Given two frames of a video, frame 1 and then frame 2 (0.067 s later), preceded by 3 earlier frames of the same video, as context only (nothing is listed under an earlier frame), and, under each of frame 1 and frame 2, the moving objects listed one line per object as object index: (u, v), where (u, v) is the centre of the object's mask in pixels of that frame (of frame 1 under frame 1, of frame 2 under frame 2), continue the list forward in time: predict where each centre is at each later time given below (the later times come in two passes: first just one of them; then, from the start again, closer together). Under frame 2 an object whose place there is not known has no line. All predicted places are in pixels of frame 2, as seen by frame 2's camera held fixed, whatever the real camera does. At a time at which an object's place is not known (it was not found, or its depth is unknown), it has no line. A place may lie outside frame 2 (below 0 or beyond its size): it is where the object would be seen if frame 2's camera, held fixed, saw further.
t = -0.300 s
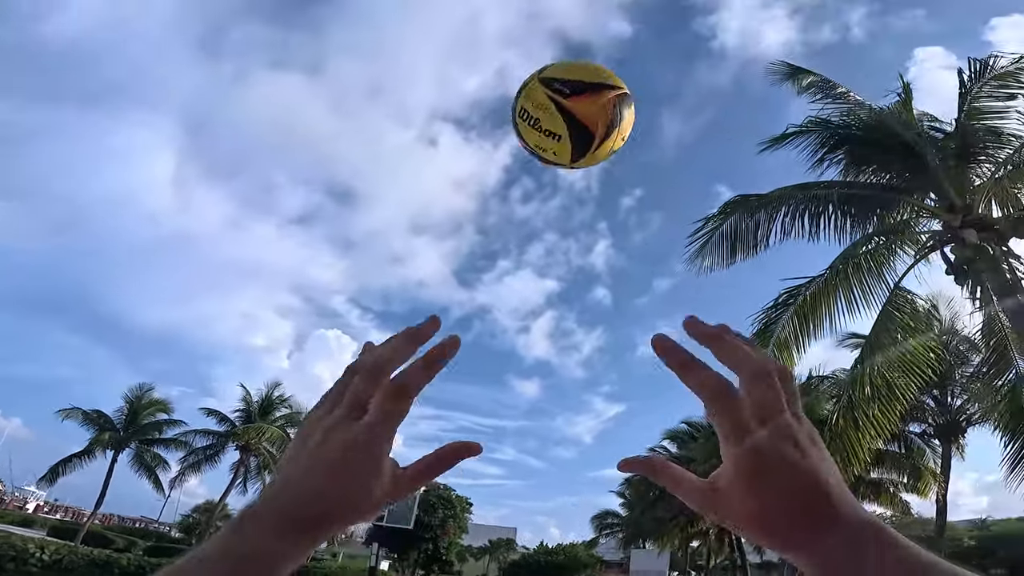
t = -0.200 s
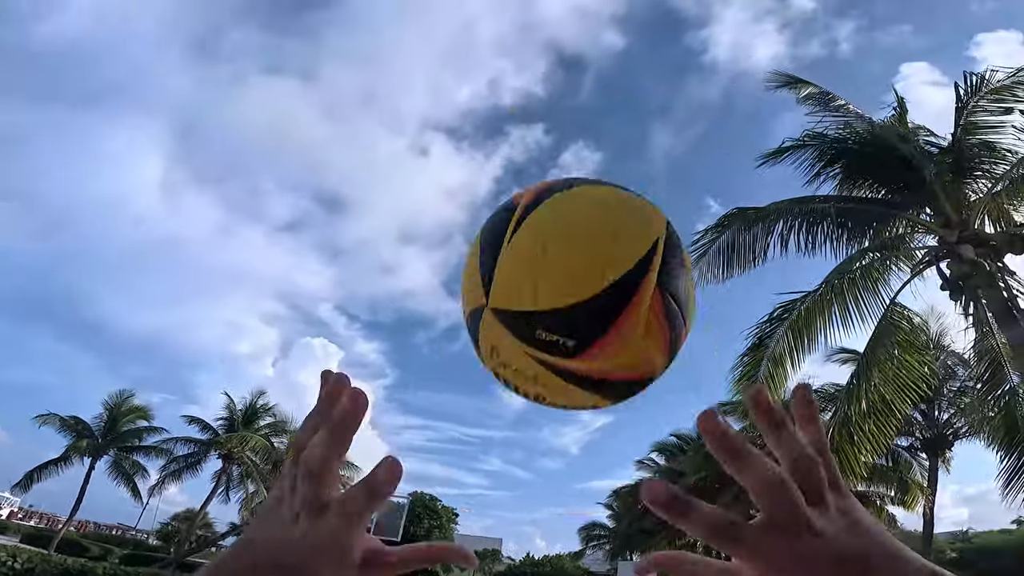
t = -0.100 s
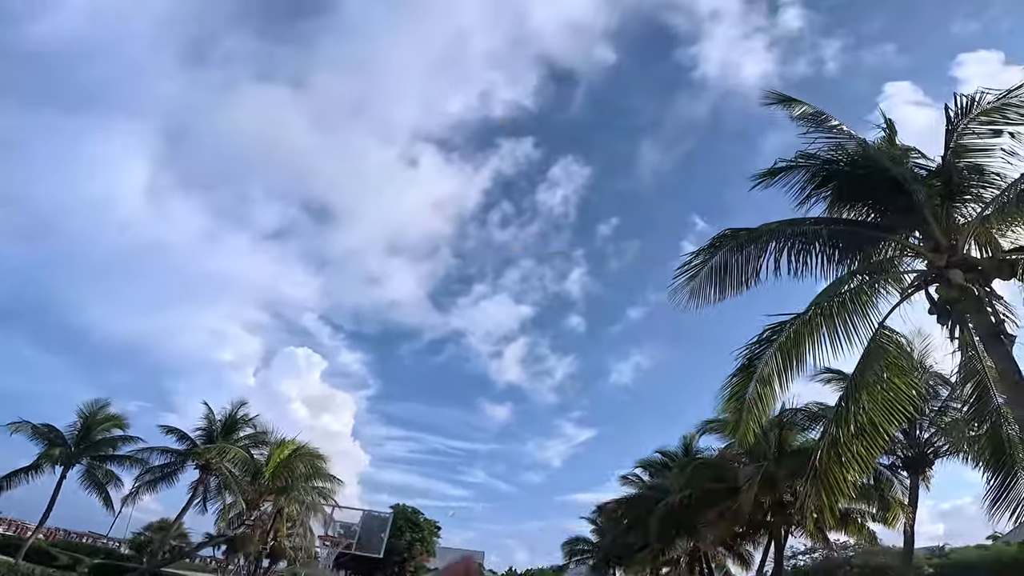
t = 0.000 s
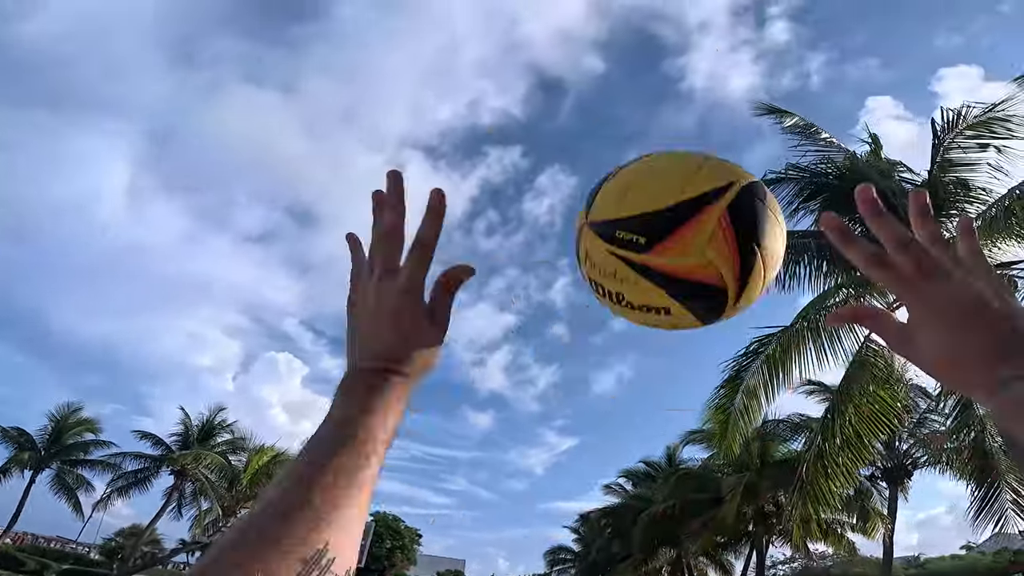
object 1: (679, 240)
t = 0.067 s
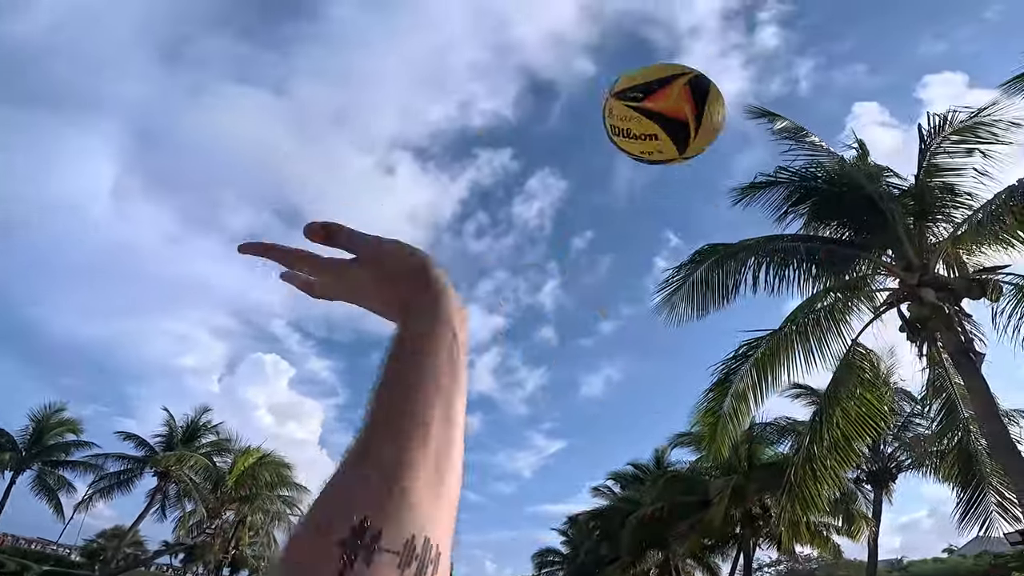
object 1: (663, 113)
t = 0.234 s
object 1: (663, 38)
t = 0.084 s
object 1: (663, 99)
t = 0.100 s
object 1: (664, 87)
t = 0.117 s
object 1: (664, 77)
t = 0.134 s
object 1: (665, 68)
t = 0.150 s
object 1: (664, 60)
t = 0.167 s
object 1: (663, 53)
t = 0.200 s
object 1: (660, 44)
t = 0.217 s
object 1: (661, 40)
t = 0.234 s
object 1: (663, 38)
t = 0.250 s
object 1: (663, 37)
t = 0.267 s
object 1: (663, 36)
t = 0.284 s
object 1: (662, 36)
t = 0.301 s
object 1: (662, 36)
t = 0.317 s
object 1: (662, 37)
